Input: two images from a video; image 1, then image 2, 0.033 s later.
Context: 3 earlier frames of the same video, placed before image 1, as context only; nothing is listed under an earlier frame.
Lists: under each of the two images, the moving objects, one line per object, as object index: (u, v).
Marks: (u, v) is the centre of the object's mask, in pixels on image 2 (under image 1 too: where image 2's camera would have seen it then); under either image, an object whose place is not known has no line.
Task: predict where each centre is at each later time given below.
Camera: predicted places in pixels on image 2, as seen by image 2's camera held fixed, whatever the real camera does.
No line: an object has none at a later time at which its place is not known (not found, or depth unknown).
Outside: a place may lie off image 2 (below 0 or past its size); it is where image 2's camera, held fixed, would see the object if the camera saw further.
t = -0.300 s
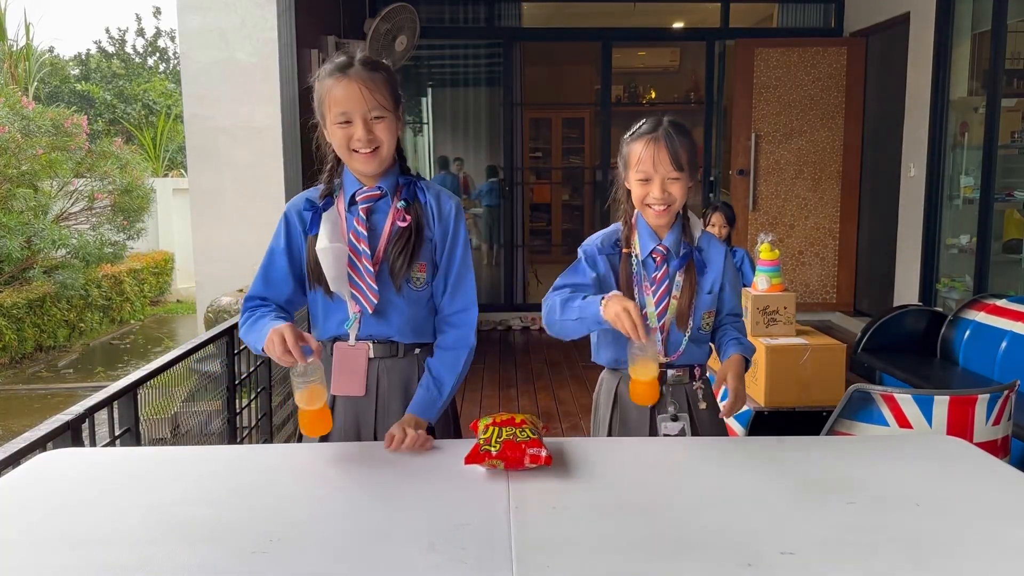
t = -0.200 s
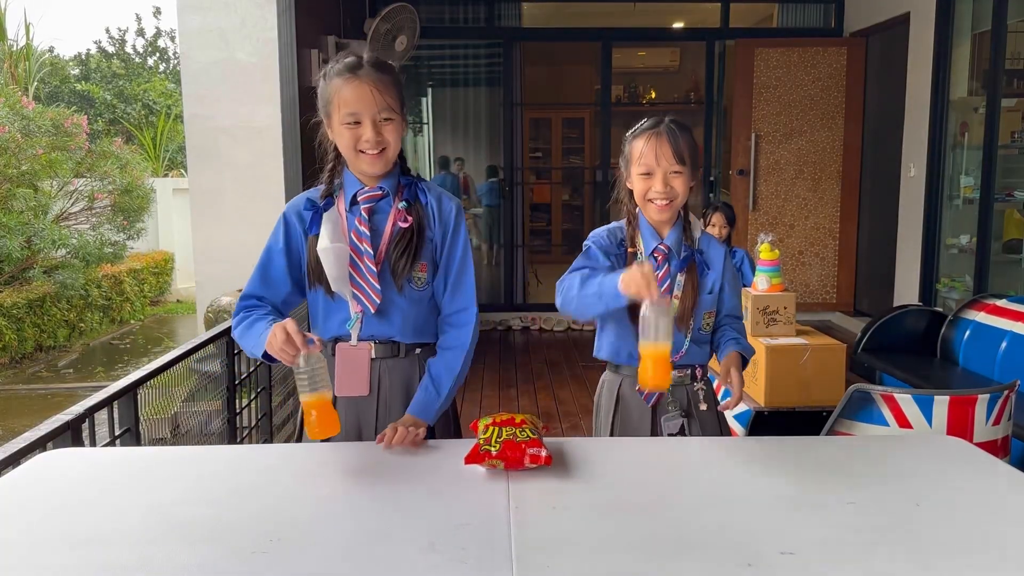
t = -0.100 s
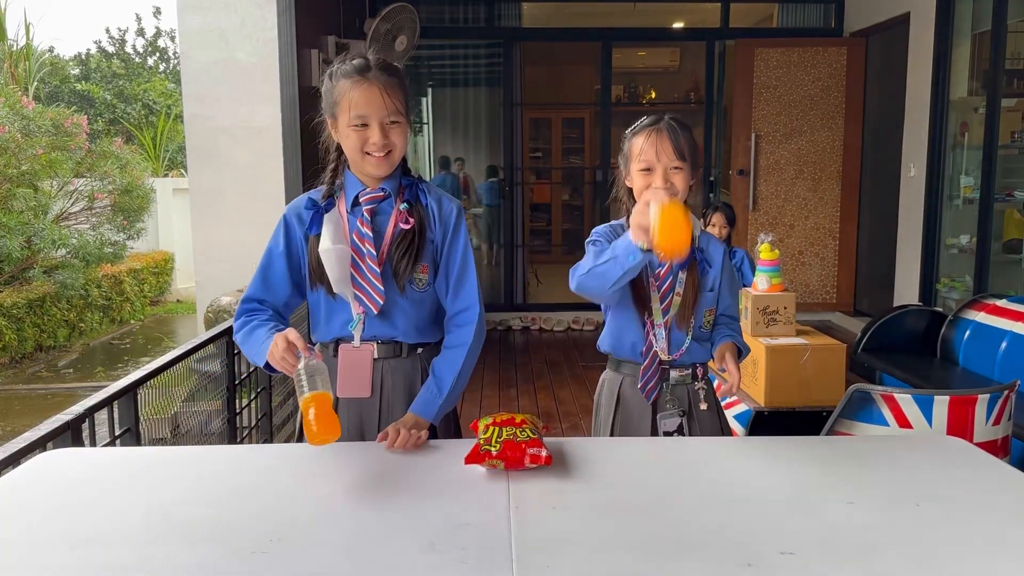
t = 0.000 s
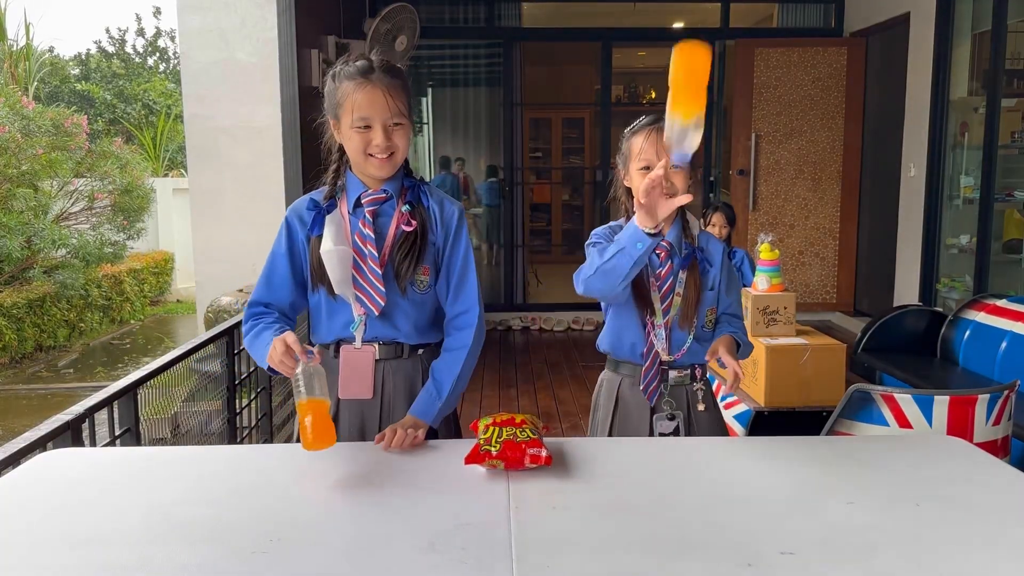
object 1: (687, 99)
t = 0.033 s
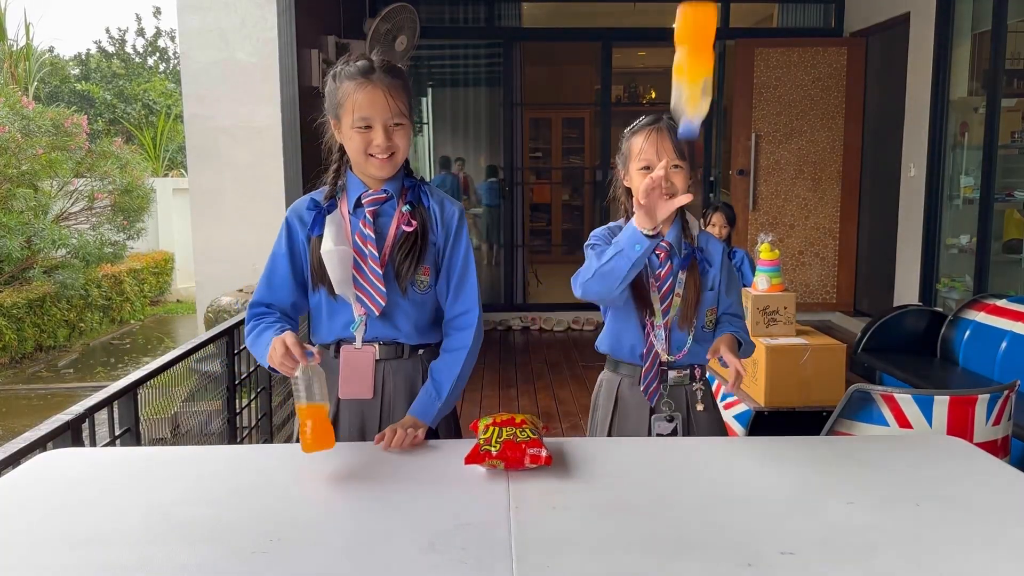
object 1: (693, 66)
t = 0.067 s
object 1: (699, 48)
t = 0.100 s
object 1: (706, 30)
